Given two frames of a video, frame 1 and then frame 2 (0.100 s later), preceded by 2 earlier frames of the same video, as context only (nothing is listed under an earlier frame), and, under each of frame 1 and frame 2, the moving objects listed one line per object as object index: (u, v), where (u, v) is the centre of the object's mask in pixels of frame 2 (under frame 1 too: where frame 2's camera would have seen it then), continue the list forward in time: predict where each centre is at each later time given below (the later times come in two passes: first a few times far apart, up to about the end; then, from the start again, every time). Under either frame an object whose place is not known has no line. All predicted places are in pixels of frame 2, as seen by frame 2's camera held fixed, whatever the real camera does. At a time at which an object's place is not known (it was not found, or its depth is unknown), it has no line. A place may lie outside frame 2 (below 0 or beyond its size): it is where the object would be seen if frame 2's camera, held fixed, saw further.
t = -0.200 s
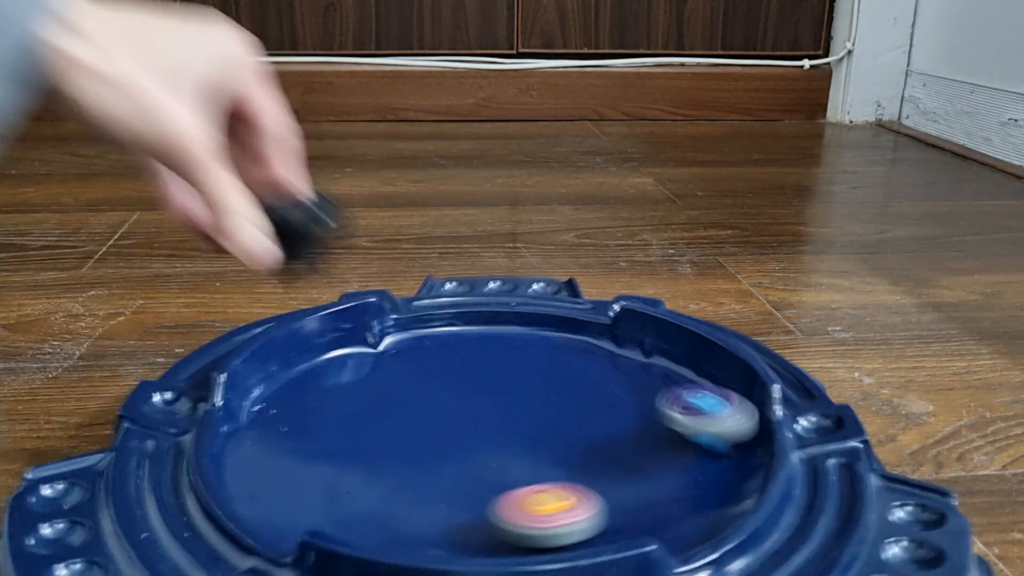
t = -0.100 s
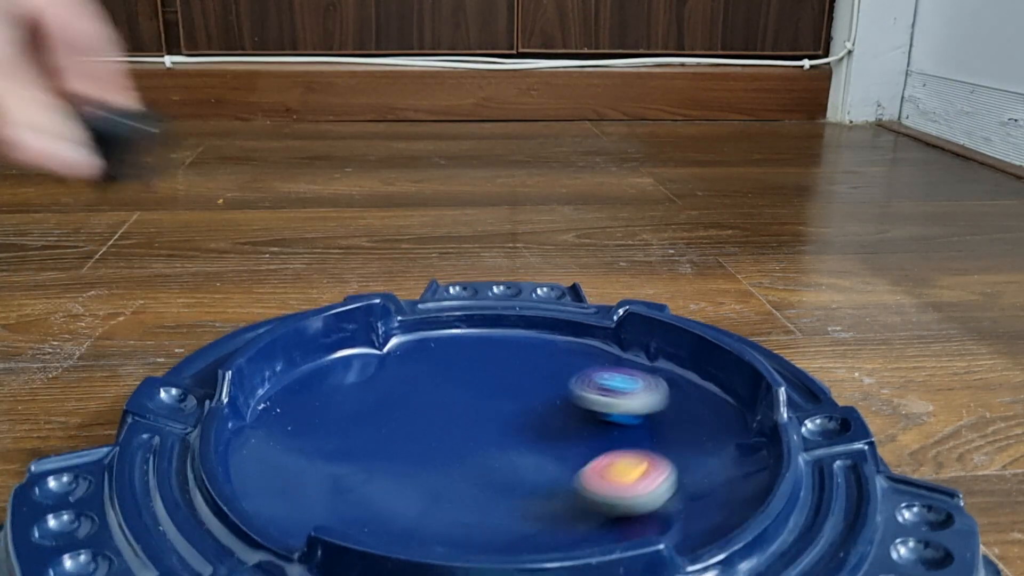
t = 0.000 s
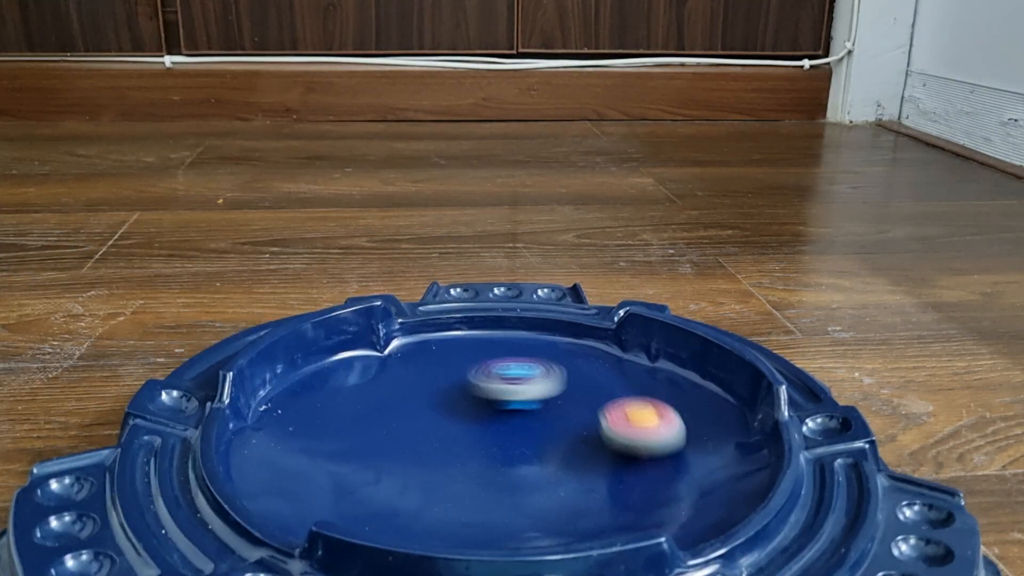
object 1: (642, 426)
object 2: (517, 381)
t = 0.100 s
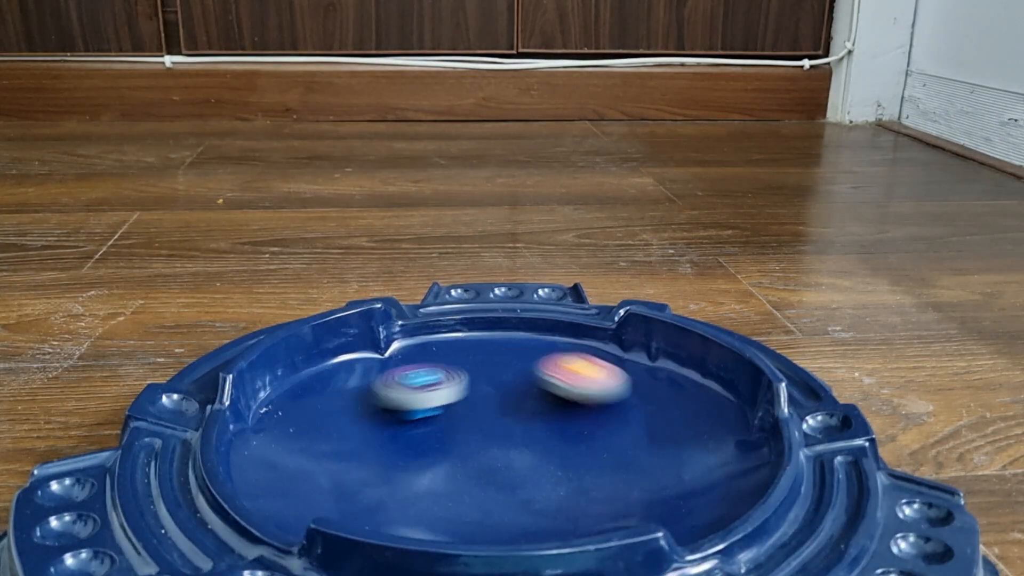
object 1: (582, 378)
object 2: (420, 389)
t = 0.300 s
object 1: (362, 373)
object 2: (302, 464)
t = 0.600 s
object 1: (418, 543)
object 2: (546, 520)
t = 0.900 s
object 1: (651, 397)
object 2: (582, 360)
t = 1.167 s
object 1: (414, 341)
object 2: (351, 371)
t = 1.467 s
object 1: (314, 502)
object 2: (413, 526)
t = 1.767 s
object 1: (628, 515)
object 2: (667, 421)
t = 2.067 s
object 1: (532, 377)
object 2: (410, 387)
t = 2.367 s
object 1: (231, 437)
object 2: (287, 498)
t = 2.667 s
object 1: (477, 540)
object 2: (591, 517)
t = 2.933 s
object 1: (546, 399)
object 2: (626, 382)
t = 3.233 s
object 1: (313, 374)
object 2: (402, 343)
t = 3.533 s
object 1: (235, 512)
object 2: (325, 459)
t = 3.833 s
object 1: (644, 449)
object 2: (545, 491)
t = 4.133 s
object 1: (443, 348)
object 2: (587, 385)
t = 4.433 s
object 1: (293, 487)
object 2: (385, 389)
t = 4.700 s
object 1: (608, 524)
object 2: (341, 527)
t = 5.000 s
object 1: (557, 395)
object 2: (630, 522)
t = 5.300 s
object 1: (297, 451)
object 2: (608, 412)
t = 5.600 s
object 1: (457, 557)
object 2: (313, 419)
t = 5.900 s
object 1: (606, 456)
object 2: (236, 529)
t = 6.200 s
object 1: (371, 398)
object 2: (488, 501)
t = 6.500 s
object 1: (278, 514)
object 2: (432, 390)
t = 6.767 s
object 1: (546, 525)
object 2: (298, 377)
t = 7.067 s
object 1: (486, 384)
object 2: (342, 482)
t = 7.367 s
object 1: (281, 411)
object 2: (574, 442)
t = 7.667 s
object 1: (384, 541)
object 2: (513, 348)
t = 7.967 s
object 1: (608, 423)
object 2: (381, 423)
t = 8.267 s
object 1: (400, 362)
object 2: (515, 518)
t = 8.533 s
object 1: (296, 468)
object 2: (664, 446)
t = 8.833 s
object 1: (577, 514)
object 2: (482, 427)
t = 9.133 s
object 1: (569, 389)
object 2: (355, 517)
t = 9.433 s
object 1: (354, 422)
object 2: (533, 528)
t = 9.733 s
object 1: (449, 540)
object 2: (460, 445)
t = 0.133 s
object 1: (549, 365)
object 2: (390, 397)
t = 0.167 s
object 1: (510, 354)
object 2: (364, 408)
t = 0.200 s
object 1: (468, 346)
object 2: (341, 421)
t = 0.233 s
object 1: (425, 343)
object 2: (321, 437)
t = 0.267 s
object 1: (392, 355)
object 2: (308, 449)
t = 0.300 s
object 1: (362, 373)
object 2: (302, 464)
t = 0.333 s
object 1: (334, 390)
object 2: (305, 477)
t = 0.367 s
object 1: (304, 411)
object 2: (314, 491)
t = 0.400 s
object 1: (279, 432)
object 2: (332, 504)
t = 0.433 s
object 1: (262, 453)
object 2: (358, 515)
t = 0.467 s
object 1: (258, 477)
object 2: (390, 523)
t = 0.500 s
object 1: (279, 499)
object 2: (421, 526)
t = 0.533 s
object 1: (323, 522)
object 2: (456, 530)
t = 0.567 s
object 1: (380, 537)
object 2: (496, 530)
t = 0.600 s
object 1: (418, 543)
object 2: (546, 520)
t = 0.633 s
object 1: (452, 544)
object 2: (597, 503)
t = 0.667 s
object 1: (492, 542)
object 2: (634, 481)
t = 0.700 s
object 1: (535, 534)
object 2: (654, 459)
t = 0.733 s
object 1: (578, 517)
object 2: (660, 437)
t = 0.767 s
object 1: (613, 496)
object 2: (657, 417)
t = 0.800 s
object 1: (640, 470)
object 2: (644, 399)
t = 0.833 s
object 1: (654, 444)
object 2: (625, 384)
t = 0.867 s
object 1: (658, 420)
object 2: (604, 371)
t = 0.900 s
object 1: (651, 397)
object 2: (582, 360)
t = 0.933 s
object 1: (635, 378)
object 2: (561, 350)
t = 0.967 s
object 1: (608, 366)
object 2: (538, 343)
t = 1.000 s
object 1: (576, 357)
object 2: (509, 337)
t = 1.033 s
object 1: (549, 351)
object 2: (477, 336)
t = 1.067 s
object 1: (518, 346)
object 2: (442, 339)
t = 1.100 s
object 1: (484, 342)
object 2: (406, 343)
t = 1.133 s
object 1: (449, 341)
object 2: (372, 350)
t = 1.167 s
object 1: (414, 341)
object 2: (351, 371)
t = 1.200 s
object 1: (377, 346)
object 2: (333, 387)
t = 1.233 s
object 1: (358, 360)
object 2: (316, 405)
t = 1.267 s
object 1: (339, 380)
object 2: (301, 424)
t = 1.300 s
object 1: (322, 397)
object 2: (295, 443)
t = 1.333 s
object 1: (305, 416)
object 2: (297, 466)
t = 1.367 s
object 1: (294, 435)
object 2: (310, 490)
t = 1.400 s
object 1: (290, 456)
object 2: (335, 510)
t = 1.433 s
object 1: (297, 480)
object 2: (368, 522)
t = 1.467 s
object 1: (314, 502)
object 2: (413, 526)
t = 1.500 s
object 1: (345, 519)
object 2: (458, 528)
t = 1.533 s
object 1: (388, 530)
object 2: (503, 527)
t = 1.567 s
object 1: (427, 538)
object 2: (556, 522)
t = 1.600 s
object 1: (457, 544)
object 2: (601, 510)
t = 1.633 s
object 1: (494, 545)
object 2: (640, 493)
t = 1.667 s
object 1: (531, 540)
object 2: (665, 472)
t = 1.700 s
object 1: (571, 534)
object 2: (679, 453)
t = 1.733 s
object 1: (602, 527)
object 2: (685, 434)
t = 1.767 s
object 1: (628, 515)
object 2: (667, 421)
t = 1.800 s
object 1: (651, 497)
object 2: (641, 412)
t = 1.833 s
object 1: (669, 477)
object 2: (614, 403)
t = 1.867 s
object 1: (680, 456)
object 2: (587, 396)
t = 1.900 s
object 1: (680, 434)
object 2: (557, 390)
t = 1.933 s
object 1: (659, 419)
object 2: (527, 385)
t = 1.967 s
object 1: (633, 406)
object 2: (498, 383)
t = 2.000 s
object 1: (604, 395)
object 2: (469, 382)
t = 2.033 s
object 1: (571, 385)
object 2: (439, 383)
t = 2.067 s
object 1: (532, 377)
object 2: (410, 387)
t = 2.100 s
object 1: (490, 371)
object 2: (383, 393)
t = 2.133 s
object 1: (447, 369)
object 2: (357, 402)
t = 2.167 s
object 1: (405, 369)
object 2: (333, 413)
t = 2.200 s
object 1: (363, 372)
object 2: (311, 425)
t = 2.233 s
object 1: (325, 377)
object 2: (293, 438)
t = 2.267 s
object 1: (291, 385)
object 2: (280, 452)
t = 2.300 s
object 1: (263, 397)
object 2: (277, 468)
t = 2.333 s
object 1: (246, 417)
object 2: (280, 483)
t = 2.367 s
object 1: (231, 437)
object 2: (287, 498)
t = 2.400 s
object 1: (223, 457)
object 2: (301, 512)
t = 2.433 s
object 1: (226, 479)
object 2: (321, 524)
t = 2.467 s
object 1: (240, 503)
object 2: (347, 535)
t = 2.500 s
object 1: (268, 520)
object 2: (382, 540)
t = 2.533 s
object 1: (309, 535)
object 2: (426, 546)
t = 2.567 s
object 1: (351, 544)
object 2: (471, 546)
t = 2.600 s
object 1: (394, 546)
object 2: (511, 541)
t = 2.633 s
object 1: (442, 545)
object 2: (551, 530)
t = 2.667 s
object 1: (477, 540)
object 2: (591, 517)
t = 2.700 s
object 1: (511, 528)
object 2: (623, 501)
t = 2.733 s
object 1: (539, 511)
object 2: (646, 482)
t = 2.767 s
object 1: (560, 492)
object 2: (661, 462)
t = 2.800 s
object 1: (574, 472)
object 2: (667, 443)
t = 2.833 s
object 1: (578, 452)
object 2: (665, 425)
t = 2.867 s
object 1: (573, 432)
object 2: (656, 409)
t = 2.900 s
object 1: (562, 414)
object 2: (642, 395)
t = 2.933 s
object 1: (546, 399)
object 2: (626, 382)
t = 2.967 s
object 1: (525, 386)
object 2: (606, 371)
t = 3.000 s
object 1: (500, 375)
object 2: (585, 363)
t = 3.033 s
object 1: (474, 368)
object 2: (564, 356)
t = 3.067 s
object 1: (446, 362)
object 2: (542, 351)
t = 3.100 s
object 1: (416, 359)
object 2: (517, 346)
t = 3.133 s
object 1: (385, 359)
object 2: (491, 342)
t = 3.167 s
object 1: (357, 361)
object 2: (463, 340)
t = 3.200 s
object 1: (332, 368)
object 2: (432, 341)
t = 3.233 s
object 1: (313, 374)
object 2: (402, 343)
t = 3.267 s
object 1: (295, 383)
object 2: (371, 348)
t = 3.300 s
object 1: (280, 394)
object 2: (352, 360)
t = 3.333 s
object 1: (265, 406)
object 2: (336, 373)
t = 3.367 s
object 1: (254, 420)
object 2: (323, 386)
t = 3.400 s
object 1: (244, 435)
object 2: (312, 399)
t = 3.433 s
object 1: (235, 452)
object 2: (306, 415)
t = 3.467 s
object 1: (234, 469)
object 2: (303, 432)
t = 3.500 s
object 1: (233, 490)
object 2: (306, 448)
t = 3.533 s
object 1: (235, 512)
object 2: (325, 459)
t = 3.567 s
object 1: (263, 531)
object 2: (347, 470)
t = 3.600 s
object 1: (316, 545)
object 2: (369, 483)
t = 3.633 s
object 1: (371, 550)
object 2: (390, 491)
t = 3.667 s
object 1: (431, 550)
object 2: (411, 497)
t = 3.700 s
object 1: (494, 544)
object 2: (432, 501)
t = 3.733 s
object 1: (550, 528)
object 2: (458, 505)
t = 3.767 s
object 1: (596, 504)
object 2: (489, 504)
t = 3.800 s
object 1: (626, 477)
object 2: (517, 500)
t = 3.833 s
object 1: (644, 449)
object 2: (545, 491)
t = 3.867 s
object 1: (650, 425)
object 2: (569, 480)
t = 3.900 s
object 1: (645, 401)
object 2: (589, 467)
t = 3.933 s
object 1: (626, 386)
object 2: (605, 454)
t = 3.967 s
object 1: (601, 373)
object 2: (616, 440)
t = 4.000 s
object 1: (571, 364)
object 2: (621, 427)
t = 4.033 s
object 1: (541, 358)
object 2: (620, 413)
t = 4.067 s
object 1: (510, 353)
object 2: (613, 402)
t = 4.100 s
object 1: (478, 350)
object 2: (601, 392)
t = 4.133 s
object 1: (443, 348)
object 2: (587, 385)
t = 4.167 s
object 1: (407, 348)
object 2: (569, 379)
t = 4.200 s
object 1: (373, 353)
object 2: (549, 374)
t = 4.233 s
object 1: (348, 370)
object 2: (526, 369)
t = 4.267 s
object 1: (328, 387)
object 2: (501, 366)
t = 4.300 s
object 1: (312, 404)
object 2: (476, 365)
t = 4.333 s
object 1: (299, 422)
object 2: (451, 367)
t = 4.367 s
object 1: (290, 442)
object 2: (428, 372)
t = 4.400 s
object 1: (285, 465)
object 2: (405, 379)
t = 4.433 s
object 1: (293, 487)
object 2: (385, 389)
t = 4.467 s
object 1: (309, 509)
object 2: (367, 401)
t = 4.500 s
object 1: (337, 529)
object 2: (351, 415)
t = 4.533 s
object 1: (378, 542)
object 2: (338, 431)
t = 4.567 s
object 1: (426, 548)
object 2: (326, 449)
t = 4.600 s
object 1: (477, 547)
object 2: (318, 468)
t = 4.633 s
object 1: (527, 541)
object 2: (318, 488)
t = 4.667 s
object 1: (574, 535)
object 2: (326, 509)
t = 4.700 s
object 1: (608, 524)
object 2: (341, 527)
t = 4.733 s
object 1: (637, 509)
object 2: (366, 540)
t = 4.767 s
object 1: (659, 490)
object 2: (401, 545)
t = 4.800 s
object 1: (674, 471)
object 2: (439, 548)
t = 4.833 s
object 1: (680, 451)
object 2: (479, 549)
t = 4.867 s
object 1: (664, 436)
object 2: (516, 548)
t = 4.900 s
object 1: (641, 423)
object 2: (554, 545)
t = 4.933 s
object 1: (616, 412)
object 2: (585, 539)
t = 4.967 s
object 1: (588, 402)
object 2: (609, 531)
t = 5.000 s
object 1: (557, 395)
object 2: (630, 522)
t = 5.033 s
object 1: (523, 391)
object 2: (652, 510)
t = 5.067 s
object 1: (489, 389)
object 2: (669, 495)
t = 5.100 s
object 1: (456, 389)
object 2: (681, 480)
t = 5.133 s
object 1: (423, 392)
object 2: (688, 464)
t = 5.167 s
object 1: (393, 398)
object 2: (689, 450)
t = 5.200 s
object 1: (364, 407)
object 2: (683, 436)
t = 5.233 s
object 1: (339, 418)
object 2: (662, 427)
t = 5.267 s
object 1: (317, 433)
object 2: (636, 418)
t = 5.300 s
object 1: (297, 451)
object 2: (608, 412)
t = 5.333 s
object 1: (284, 471)
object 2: (577, 406)
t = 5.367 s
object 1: (281, 491)
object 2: (545, 402)
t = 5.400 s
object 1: (287, 511)
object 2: (511, 400)
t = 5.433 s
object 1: (305, 529)
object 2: (478, 399)
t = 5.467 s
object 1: (327, 544)
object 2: (443, 399)
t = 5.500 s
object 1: (354, 554)
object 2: (409, 401)
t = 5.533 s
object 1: (385, 557)
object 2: (375, 405)
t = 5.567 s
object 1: (421, 558)
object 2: (344, 411)
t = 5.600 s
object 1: (457, 557)
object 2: (313, 419)
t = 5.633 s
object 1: (494, 555)
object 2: (283, 429)
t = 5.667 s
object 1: (526, 550)
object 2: (256, 439)
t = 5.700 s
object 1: (555, 543)
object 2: (231, 450)
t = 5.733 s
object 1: (578, 534)
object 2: (215, 463)
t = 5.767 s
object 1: (593, 525)
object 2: (203, 476)
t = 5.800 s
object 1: (606, 509)
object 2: (194, 490)
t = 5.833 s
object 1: (615, 491)
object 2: (200, 504)
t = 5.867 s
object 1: (616, 474)
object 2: (217, 520)
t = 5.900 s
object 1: (606, 456)
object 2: (236, 529)
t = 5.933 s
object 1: (591, 440)
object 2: (263, 533)
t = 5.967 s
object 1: (570, 427)
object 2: (297, 538)
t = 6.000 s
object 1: (545, 414)
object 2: (328, 542)
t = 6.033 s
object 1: (518, 405)
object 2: (356, 543)
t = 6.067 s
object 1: (489, 398)
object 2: (387, 541)
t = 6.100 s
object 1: (458, 395)
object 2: (419, 537)
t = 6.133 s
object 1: (427, 393)
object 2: (448, 528)
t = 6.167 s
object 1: (399, 394)
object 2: (473, 515)
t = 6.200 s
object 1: (371, 398)
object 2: (488, 501)
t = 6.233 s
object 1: (345, 406)
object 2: (497, 486)
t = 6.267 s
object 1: (321, 416)
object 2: (501, 472)
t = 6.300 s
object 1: (300, 428)
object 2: (501, 457)
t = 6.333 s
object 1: (281, 441)
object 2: (498, 445)
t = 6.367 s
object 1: (267, 455)
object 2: (492, 432)
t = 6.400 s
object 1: (259, 468)
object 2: (481, 420)
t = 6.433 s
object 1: (259, 483)
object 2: (466, 408)
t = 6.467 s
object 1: (265, 499)
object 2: (448, 399)
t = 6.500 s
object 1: (278, 514)
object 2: (432, 390)
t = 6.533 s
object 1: (299, 527)
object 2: (415, 382)
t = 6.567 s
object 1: (326, 539)
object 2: (398, 375)
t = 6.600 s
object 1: (358, 547)
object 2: (381, 371)
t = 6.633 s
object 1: (392, 550)
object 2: (362, 368)
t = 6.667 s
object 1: (432, 550)
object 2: (344, 367)
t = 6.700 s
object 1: (472, 547)
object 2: (327, 368)
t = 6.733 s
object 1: (511, 539)
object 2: (312, 372)
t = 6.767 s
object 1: (546, 525)
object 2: (298, 377)
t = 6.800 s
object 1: (573, 507)
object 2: (287, 385)
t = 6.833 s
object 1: (588, 487)
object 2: (278, 393)
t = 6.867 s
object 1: (593, 467)
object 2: (273, 403)
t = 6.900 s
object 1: (589, 447)
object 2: (270, 415)
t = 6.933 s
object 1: (577, 431)
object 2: (272, 428)
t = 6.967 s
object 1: (559, 416)
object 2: (280, 442)
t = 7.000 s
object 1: (536, 403)
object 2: (294, 457)
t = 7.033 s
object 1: (511, 392)
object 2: (315, 470)
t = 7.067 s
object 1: (486, 384)
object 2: (342, 482)
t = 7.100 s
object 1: (458, 378)
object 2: (370, 491)
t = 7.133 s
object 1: (430, 375)
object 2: (401, 496)
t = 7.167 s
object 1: (400, 374)
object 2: (432, 496)
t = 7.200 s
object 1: (374, 375)
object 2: (461, 492)
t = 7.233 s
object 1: (349, 378)
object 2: (490, 486)
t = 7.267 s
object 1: (328, 383)
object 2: (518, 478)
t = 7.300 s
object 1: (310, 390)
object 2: (542, 468)
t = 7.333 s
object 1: (295, 400)
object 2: (561, 456)
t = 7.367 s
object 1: (281, 411)
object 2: (574, 442)
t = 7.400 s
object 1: (270, 424)
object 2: (581, 428)
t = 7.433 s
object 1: (261, 439)
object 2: (584, 414)
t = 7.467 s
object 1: (256, 454)
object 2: (583, 399)
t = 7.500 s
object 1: (258, 469)
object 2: (578, 386)
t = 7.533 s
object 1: (269, 485)
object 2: (568, 376)
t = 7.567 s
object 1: (286, 501)
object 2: (556, 367)
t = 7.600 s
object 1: (310, 519)
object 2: (544, 359)
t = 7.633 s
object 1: (343, 533)
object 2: (529, 353)
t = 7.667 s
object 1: (384, 541)
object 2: (513, 348)
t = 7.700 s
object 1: (428, 544)
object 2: (495, 345)
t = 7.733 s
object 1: (476, 542)
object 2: (476, 346)
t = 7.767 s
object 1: (522, 532)
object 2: (456, 350)
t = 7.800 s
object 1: (559, 516)
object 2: (436, 357)
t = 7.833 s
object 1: (588, 497)
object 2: (418, 367)
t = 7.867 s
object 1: (606, 479)
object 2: (403, 378)
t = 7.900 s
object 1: (615, 459)
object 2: (392, 392)
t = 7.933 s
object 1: (614, 440)
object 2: (385, 407)
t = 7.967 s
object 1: (608, 423)
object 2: (381, 423)
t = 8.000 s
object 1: (596, 406)
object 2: (380, 440)
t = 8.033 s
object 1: (580, 392)
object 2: (384, 456)
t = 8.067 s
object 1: (560, 381)
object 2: (391, 472)
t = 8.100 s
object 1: (536, 371)
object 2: (403, 486)
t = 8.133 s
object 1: (509, 365)
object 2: (419, 498)
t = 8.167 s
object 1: (481, 359)
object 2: (438, 507)
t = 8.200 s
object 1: (454, 357)
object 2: (461, 514)
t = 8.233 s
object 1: (427, 358)
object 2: (488, 517)
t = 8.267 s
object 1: (400, 362)
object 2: (515, 518)
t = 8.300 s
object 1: (377, 368)
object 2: (543, 515)
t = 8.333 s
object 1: (355, 377)
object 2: (572, 508)
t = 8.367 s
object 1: (338, 387)
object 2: (598, 500)
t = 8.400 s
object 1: (324, 399)
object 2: (620, 490)
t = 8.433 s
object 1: (313, 414)
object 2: (638, 480)
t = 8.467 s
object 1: (303, 431)
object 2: (652, 469)
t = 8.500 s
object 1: (296, 450)
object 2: (662, 457)
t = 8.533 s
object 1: (296, 468)
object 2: (664, 446)
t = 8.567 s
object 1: (306, 485)
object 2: (661, 436)
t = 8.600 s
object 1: (325, 505)
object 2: (651, 428)
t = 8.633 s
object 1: (351, 522)
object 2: (634, 422)
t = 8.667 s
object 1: (384, 536)
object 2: (613, 419)
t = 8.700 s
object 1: (422, 542)
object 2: (589, 418)
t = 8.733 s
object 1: (464, 542)
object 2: (564, 418)
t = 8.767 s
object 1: (504, 538)
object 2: (536, 419)
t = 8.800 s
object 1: (542, 529)
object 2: (509, 423)
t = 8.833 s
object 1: (577, 514)
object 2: (482, 427)
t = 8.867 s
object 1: (602, 497)
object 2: (456, 433)
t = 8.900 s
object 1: (621, 478)
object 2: (432, 440)
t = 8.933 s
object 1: (629, 460)
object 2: (412, 450)
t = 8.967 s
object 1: (631, 445)
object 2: (395, 459)
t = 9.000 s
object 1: (627, 430)
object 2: (380, 470)
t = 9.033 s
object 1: (619, 418)
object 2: (368, 480)
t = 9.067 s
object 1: (607, 406)
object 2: (360, 492)
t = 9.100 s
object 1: (589, 397)
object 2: (355, 505)
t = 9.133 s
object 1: (569, 389)
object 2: (355, 517)
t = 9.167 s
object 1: (544, 384)
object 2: (361, 528)
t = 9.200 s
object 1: (517, 380)
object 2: (373, 537)
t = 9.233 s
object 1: (489, 378)
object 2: (391, 542)
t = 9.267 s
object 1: (462, 380)
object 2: (414, 545)
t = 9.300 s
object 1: (437, 383)
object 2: (441, 546)
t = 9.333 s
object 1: (413, 388)
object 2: (469, 546)
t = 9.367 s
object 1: (391, 397)
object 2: (494, 543)
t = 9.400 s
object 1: (371, 408)
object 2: (514, 537)
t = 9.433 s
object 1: (354, 422)
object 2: (533, 528)
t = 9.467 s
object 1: (342, 438)
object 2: (548, 516)
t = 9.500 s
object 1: (333, 455)
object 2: (556, 504)
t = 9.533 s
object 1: (331, 472)
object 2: (555, 491)
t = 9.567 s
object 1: (336, 489)
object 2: (548, 481)
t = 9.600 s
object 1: (349, 505)
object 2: (535, 470)
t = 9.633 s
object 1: (367, 521)
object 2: (518, 461)
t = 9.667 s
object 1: (390, 532)
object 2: (499, 454)
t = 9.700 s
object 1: (418, 539)
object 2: (480, 449)
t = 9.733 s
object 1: (449, 540)
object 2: (460, 445)
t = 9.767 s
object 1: (479, 538)
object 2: (440, 441)
